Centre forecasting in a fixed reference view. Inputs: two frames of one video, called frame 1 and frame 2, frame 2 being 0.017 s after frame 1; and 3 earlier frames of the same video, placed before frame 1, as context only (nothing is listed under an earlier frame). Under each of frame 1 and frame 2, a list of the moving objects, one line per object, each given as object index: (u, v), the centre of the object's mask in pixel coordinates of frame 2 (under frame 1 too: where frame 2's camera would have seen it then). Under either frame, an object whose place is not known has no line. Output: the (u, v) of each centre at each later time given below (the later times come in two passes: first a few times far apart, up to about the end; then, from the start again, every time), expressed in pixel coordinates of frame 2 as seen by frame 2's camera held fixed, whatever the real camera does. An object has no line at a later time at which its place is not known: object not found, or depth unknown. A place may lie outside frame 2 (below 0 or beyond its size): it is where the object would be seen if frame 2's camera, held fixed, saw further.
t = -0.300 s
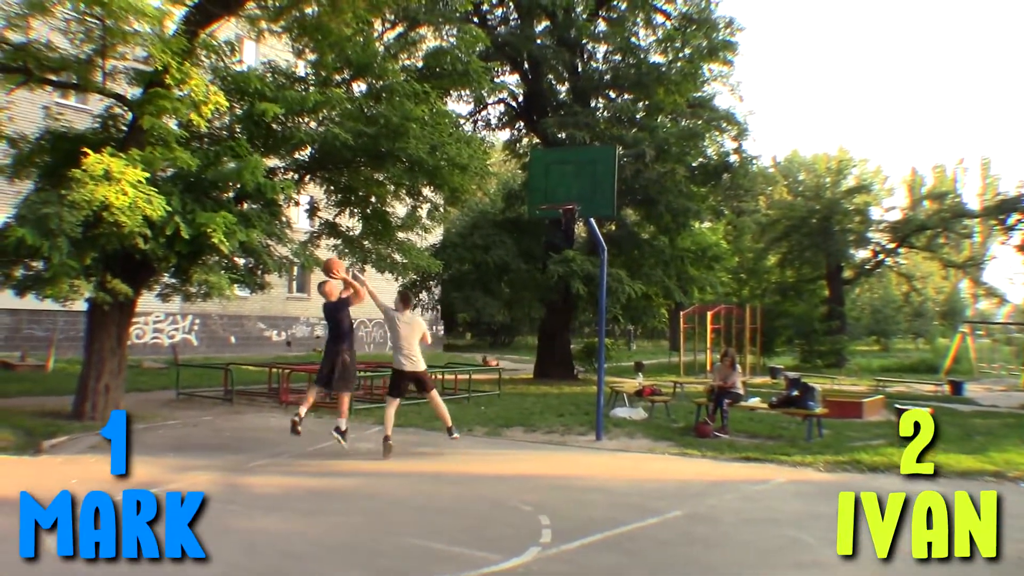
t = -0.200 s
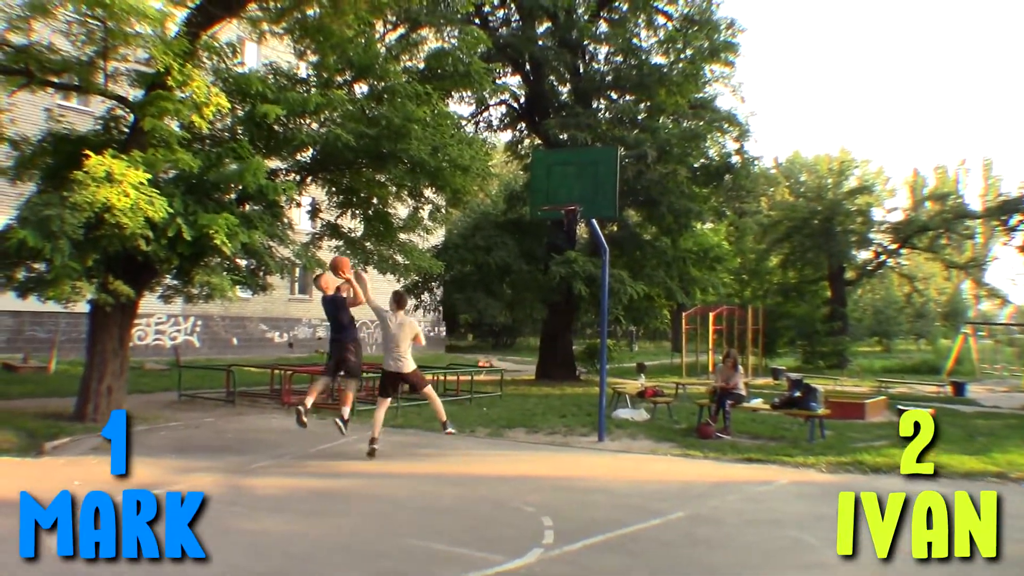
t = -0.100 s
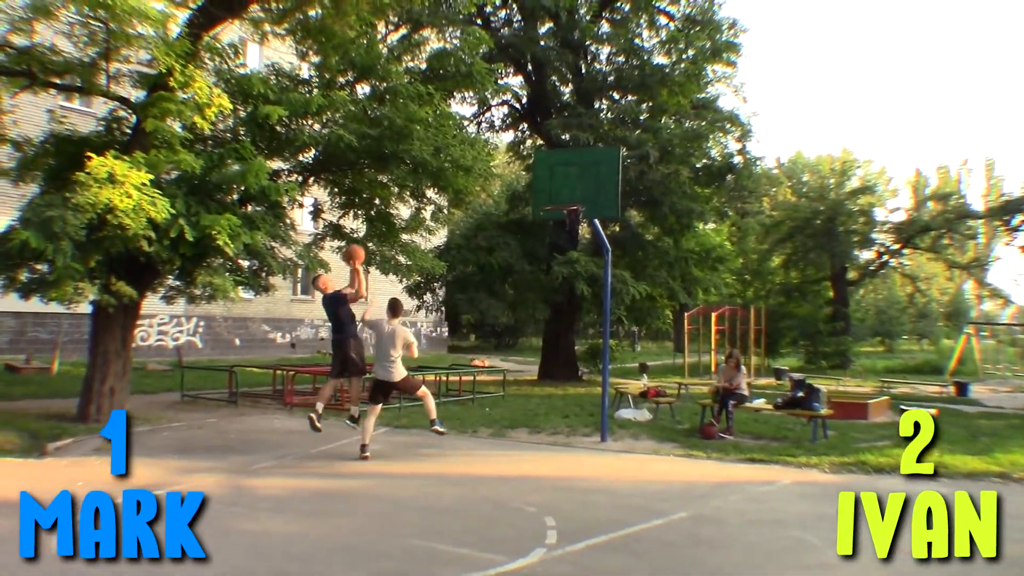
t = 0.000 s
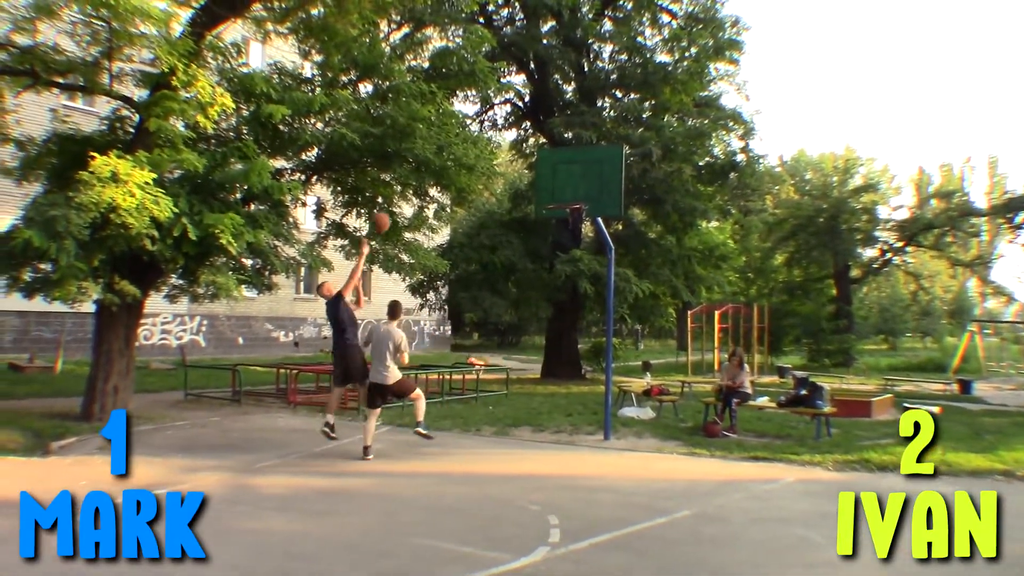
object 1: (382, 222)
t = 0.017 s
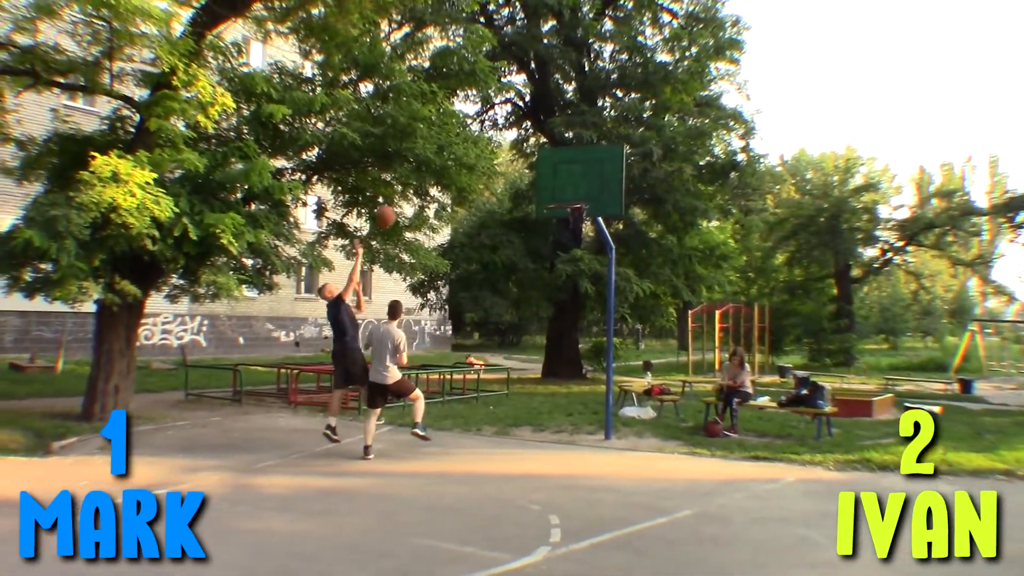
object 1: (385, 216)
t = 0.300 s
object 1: (461, 167)
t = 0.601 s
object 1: (536, 189)
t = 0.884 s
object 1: (560, 183)
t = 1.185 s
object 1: (567, 199)
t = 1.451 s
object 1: (554, 218)
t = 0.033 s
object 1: (390, 211)
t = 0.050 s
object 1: (393, 207)
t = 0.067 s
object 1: (399, 202)
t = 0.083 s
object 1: (404, 199)
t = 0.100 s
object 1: (408, 195)
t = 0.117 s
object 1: (414, 190)
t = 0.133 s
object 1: (417, 187)
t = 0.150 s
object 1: (423, 183)
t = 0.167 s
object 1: (427, 182)
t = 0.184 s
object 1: (432, 179)
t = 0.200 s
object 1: (435, 177)
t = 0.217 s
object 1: (440, 174)
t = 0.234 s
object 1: (444, 172)
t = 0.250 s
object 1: (449, 170)
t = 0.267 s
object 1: (453, 170)
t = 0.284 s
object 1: (458, 169)
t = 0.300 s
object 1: (461, 167)
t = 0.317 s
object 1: (466, 166)
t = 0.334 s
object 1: (470, 166)
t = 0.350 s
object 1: (475, 165)
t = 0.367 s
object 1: (479, 166)
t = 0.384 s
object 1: (483, 166)
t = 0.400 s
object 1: (487, 167)
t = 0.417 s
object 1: (491, 167)
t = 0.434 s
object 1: (496, 168)
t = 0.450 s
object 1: (498, 169)
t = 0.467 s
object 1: (505, 170)
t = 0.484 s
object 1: (507, 171)
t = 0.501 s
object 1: (512, 174)
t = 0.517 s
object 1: (516, 176)
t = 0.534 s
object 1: (521, 178)
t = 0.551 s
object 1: (525, 181)
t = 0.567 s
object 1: (528, 183)
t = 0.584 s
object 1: (532, 186)
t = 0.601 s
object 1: (536, 189)
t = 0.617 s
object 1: (539, 192)
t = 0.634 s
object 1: (544, 195)
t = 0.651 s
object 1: (545, 196)
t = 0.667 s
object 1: (547, 194)
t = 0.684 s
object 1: (549, 192)
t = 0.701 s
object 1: (549, 190)
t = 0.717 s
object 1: (550, 189)
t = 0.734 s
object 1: (551, 187)
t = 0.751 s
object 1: (552, 185)
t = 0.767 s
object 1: (553, 185)
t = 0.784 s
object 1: (554, 184)
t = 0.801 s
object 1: (556, 183)
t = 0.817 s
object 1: (556, 183)
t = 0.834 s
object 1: (557, 183)
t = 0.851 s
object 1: (558, 183)
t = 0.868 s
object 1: (559, 183)
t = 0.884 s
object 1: (560, 183)
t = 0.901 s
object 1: (560, 183)
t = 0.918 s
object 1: (561, 184)
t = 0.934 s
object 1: (562, 185)
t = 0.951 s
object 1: (564, 186)
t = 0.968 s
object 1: (565, 187)
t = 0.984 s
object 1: (565, 190)
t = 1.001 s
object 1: (567, 193)
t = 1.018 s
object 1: (567, 195)
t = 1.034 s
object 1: (568, 196)
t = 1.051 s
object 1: (568, 197)
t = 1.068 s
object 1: (568, 197)
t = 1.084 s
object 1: (568, 197)
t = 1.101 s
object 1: (568, 197)
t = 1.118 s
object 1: (568, 197)
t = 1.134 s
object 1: (568, 197)
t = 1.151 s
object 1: (567, 198)
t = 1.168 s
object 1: (567, 198)
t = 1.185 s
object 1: (567, 199)
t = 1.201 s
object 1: (567, 200)
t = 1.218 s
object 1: (566, 201)
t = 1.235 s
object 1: (566, 201)
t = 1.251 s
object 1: (565, 201)
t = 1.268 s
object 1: (564, 201)
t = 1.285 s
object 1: (563, 202)
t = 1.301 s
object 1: (563, 202)
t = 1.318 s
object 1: (562, 203)
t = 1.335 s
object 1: (561, 204)
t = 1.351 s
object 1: (560, 206)
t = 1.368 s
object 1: (559, 208)
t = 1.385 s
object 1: (559, 209)
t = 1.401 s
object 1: (558, 211)
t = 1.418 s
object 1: (558, 212)
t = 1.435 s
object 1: (556, 216)
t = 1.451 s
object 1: (554, 218)
